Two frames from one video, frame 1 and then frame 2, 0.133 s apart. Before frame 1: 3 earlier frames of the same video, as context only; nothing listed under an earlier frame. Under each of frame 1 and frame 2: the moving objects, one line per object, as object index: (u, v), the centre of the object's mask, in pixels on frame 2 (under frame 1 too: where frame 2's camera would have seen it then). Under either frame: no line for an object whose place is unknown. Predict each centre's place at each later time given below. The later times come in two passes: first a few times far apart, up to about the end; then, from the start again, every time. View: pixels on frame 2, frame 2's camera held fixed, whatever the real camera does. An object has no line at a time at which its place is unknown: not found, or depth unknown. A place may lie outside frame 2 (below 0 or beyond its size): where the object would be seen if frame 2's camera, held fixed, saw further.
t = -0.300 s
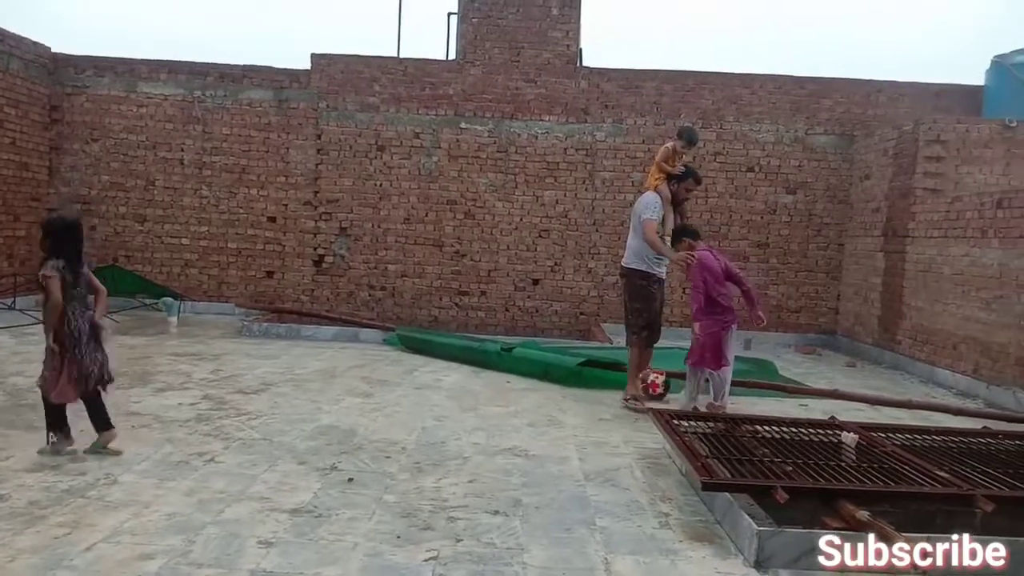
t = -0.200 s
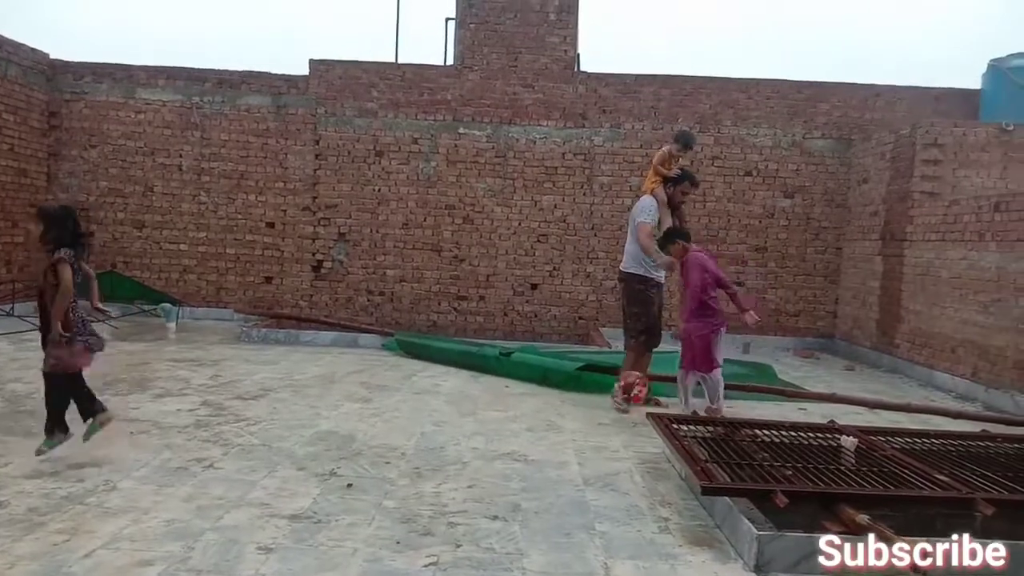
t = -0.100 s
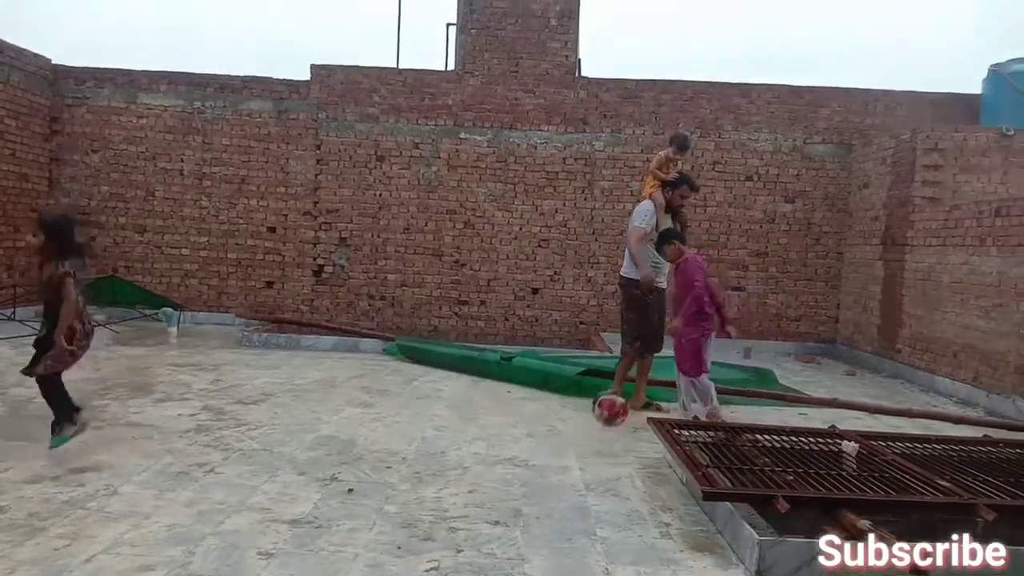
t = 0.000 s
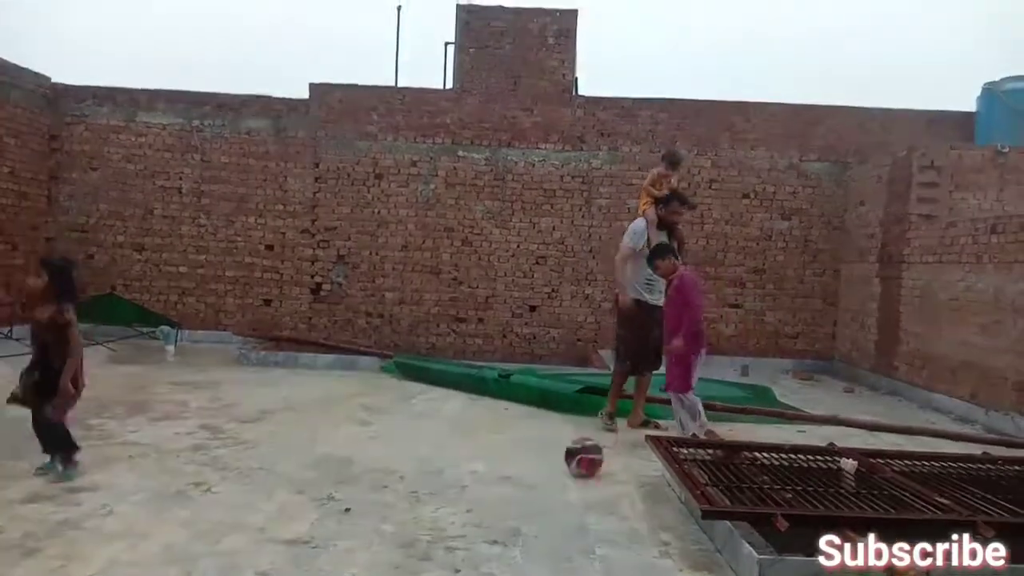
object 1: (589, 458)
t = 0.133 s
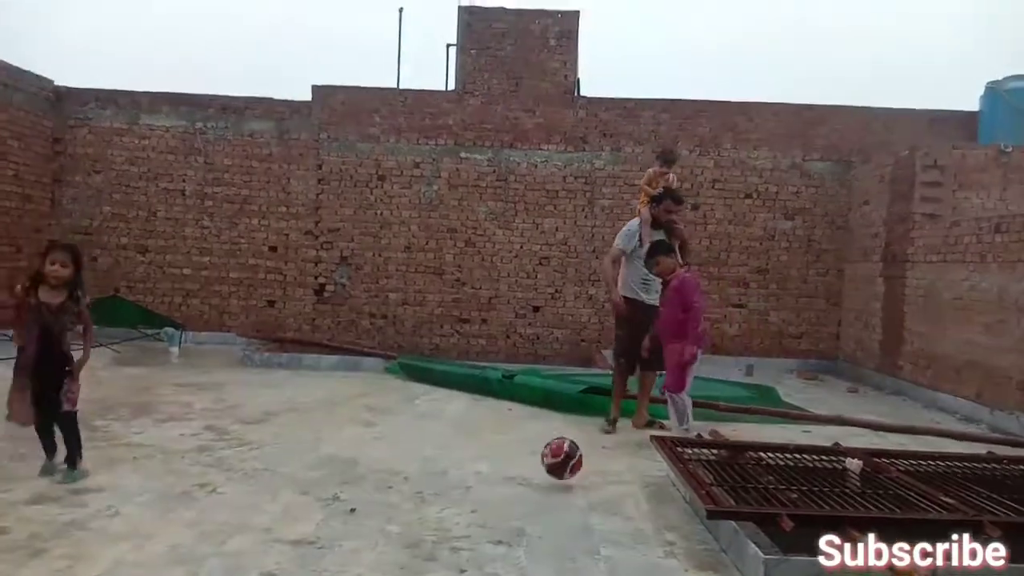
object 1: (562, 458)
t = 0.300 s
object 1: (521, 481)
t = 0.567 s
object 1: (462, 502)
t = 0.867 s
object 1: (397, 517)
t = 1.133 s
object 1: (340, 528)
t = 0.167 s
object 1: (554, 464)
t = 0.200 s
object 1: (546, 472)
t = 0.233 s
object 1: (538, 476)
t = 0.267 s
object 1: (530, 477)
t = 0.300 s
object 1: (521, 481)
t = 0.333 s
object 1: (513, 484)
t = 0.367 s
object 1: (504, 486)
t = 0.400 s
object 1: (496, 490)
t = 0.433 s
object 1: (488, 493)
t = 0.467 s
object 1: (481, 495)
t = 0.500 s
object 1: (475, 497)
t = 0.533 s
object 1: (468, 499)
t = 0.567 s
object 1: (462, 502)
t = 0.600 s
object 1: (456, 503)
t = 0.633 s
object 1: (450, 505)
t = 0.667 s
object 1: (443, 506)
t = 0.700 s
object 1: (437, 507)
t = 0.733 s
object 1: (429, 509)
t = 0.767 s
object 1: (422, 511)
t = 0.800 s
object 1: (414, 513)
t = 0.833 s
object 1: (405, 515)
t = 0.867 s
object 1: (397, 517)
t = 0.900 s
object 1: (388, 519)
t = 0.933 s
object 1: (380, 521)
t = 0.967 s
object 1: (372, 523)
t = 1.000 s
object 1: (365, 524)
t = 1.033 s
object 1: (358, 525)
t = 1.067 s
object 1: (351, 526)
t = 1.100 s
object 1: (345, 528)
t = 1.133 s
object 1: (340, 528)
